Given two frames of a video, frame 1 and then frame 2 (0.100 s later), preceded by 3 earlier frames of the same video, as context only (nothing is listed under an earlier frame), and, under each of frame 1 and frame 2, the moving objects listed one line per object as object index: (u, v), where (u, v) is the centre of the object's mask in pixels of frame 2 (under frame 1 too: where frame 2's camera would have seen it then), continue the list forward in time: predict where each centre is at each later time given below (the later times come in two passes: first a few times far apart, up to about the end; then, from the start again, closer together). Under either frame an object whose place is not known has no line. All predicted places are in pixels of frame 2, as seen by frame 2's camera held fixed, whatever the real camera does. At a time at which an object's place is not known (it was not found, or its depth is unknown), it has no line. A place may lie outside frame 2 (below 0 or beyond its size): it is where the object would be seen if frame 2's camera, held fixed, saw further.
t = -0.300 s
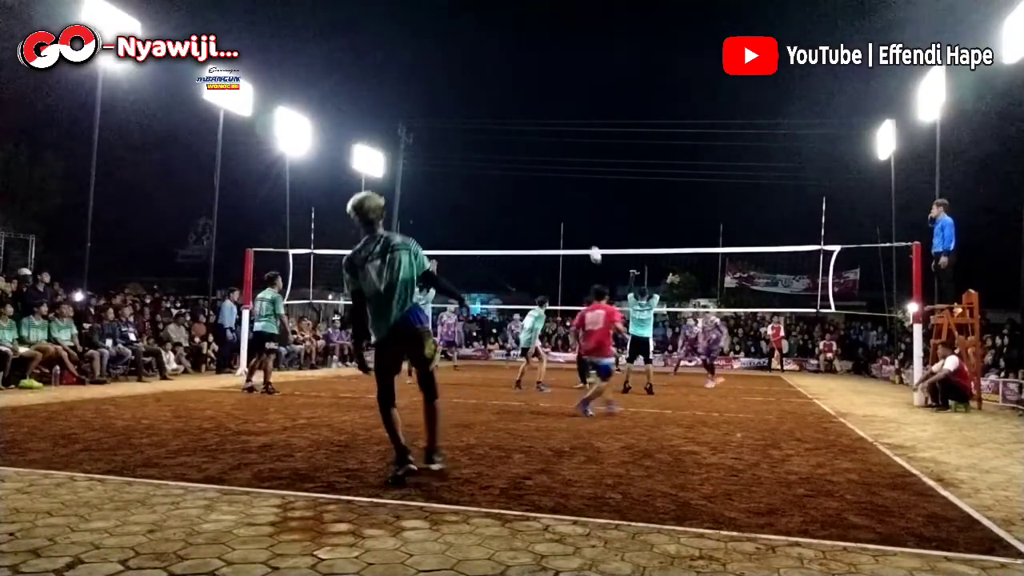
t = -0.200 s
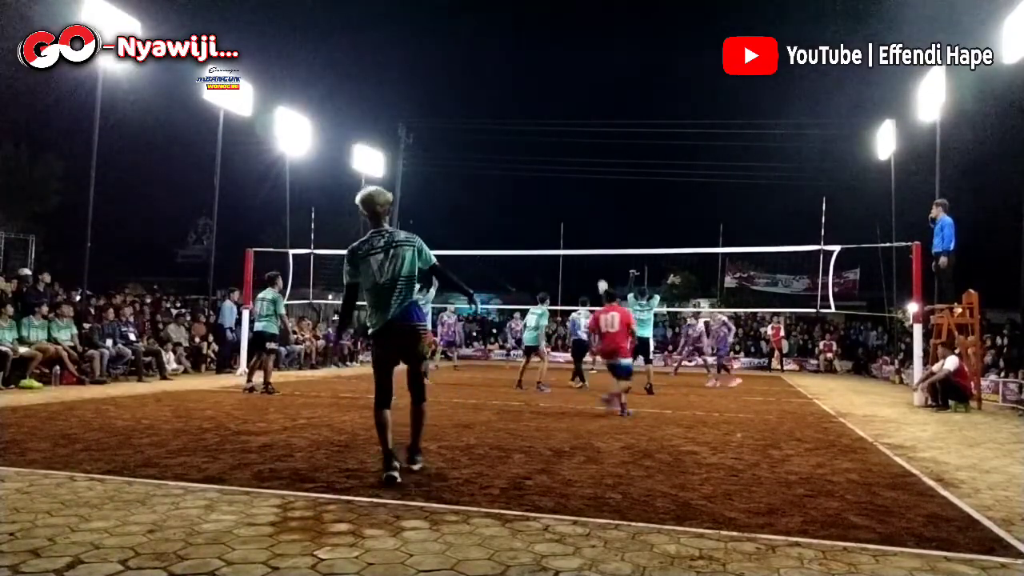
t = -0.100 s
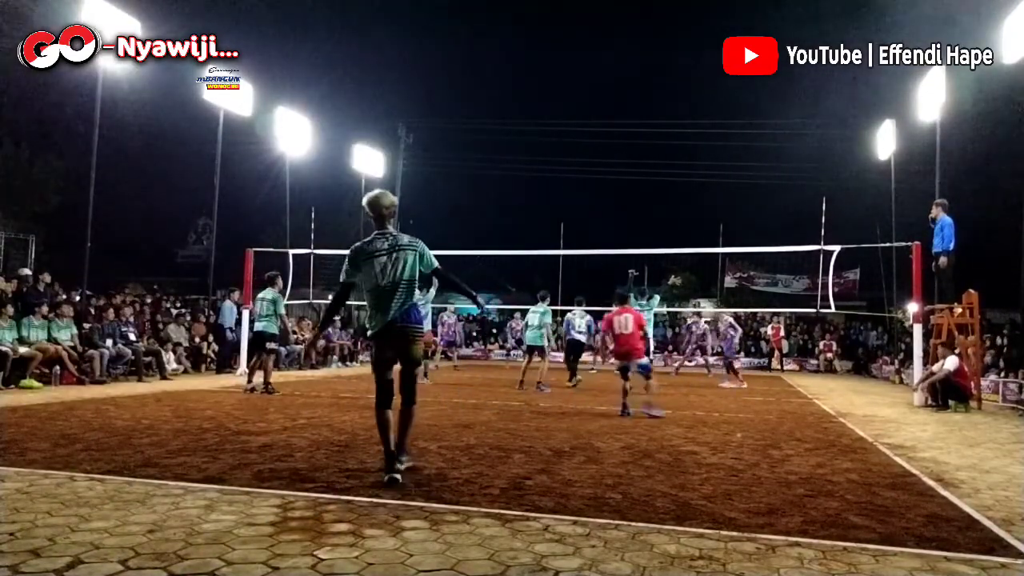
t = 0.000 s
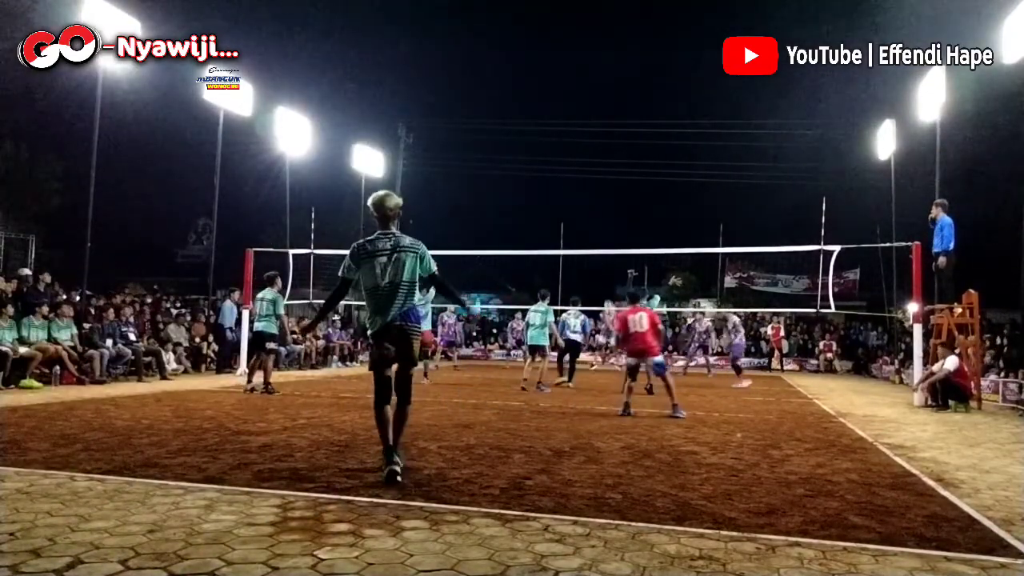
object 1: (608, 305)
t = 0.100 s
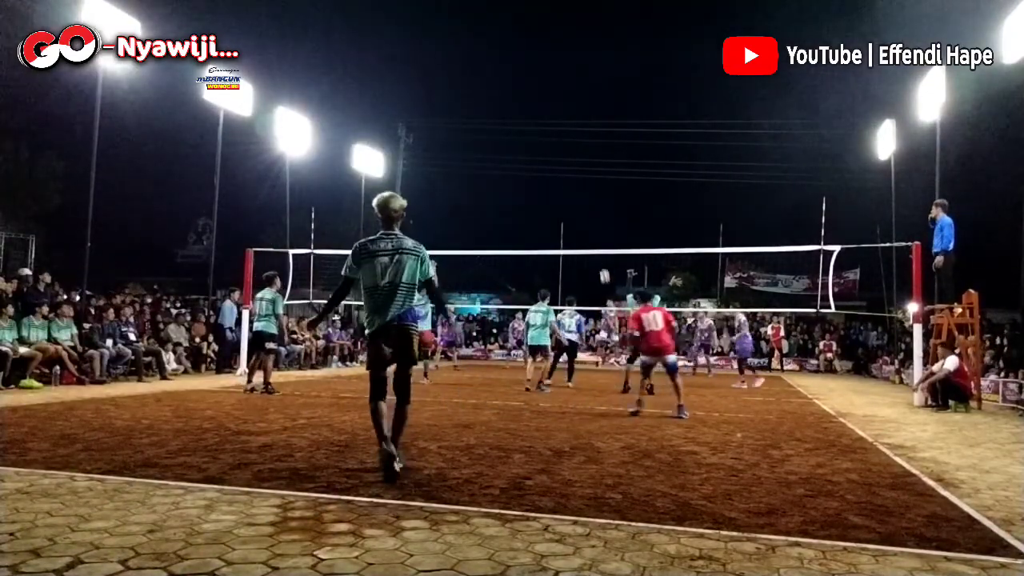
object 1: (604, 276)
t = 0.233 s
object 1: (599, 240)
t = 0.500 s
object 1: (588, 185)
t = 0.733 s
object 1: (577, 159)
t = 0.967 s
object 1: (565, 155)
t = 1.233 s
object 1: (550, 181)
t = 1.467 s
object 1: (536, 230)
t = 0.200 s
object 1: (600, 246)
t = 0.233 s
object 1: (599, 240)
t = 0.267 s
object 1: (598, 231)
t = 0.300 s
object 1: (596, 223)
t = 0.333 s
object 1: (595, 216)
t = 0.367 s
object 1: (593, 209)
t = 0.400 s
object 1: (592, 202)
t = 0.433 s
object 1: (591, 196)
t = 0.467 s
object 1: (589, 190)
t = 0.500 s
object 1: (588, 185)
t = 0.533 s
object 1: (586, 180)
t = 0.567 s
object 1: (585, 175)
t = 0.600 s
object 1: (583, 171)
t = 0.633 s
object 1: (582, 167)
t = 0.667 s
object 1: (580, 164)
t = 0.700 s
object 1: (578, 161)
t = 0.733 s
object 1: (577, 159)
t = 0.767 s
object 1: (575, 157)
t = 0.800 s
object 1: (574, 156)
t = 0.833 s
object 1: (572, 155)
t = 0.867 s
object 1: (570, 154)
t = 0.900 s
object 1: (569, 154)
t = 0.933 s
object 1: (567, 154)
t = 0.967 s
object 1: (565, 155)
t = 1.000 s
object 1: (563, 157)
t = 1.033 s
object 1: (561, 159)
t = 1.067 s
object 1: (560, 161)
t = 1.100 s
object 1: (557, 164)
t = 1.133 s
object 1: (555, 167)
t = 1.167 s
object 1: (554, 171)
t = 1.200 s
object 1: (552, 176)
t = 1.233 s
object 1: (550, 181)
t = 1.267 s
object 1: (548, 186)
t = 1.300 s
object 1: (546, 192)
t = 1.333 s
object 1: (544, 199)
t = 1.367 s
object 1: (542, 206)
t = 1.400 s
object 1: (540, 213)
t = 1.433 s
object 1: (538, 221)
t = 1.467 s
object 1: (536, 230)
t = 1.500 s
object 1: (534, 239)
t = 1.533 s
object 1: (532, 249)
